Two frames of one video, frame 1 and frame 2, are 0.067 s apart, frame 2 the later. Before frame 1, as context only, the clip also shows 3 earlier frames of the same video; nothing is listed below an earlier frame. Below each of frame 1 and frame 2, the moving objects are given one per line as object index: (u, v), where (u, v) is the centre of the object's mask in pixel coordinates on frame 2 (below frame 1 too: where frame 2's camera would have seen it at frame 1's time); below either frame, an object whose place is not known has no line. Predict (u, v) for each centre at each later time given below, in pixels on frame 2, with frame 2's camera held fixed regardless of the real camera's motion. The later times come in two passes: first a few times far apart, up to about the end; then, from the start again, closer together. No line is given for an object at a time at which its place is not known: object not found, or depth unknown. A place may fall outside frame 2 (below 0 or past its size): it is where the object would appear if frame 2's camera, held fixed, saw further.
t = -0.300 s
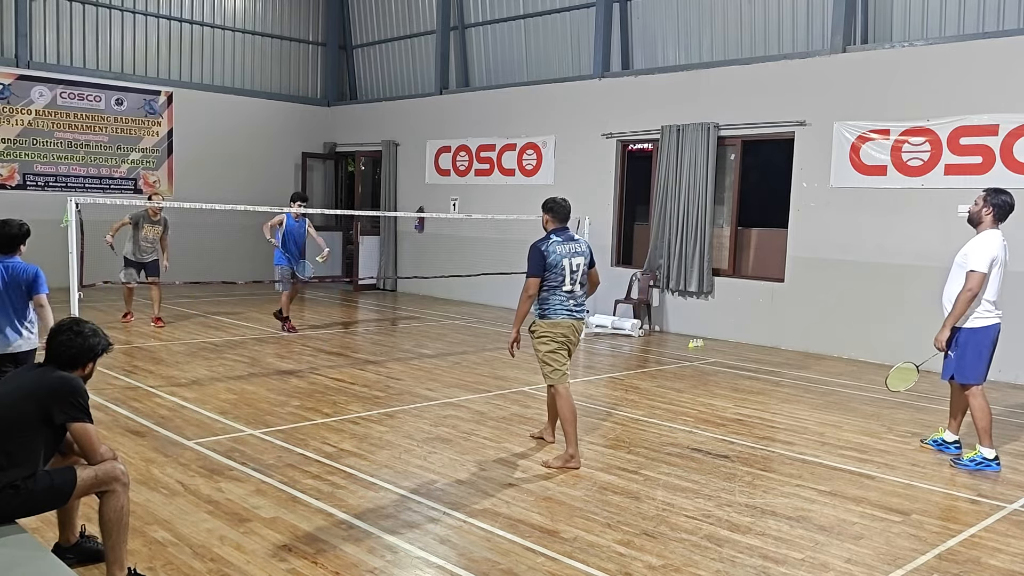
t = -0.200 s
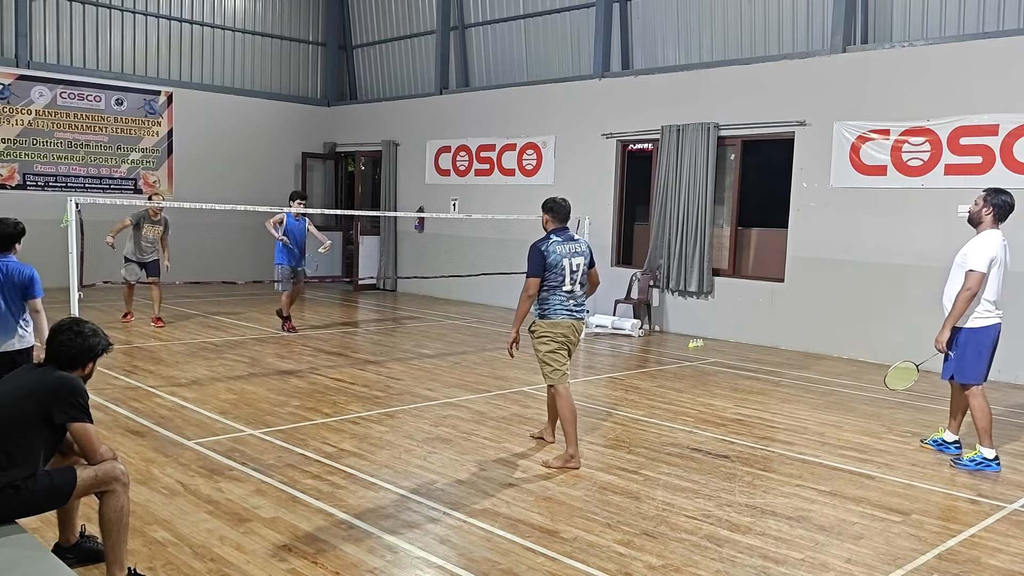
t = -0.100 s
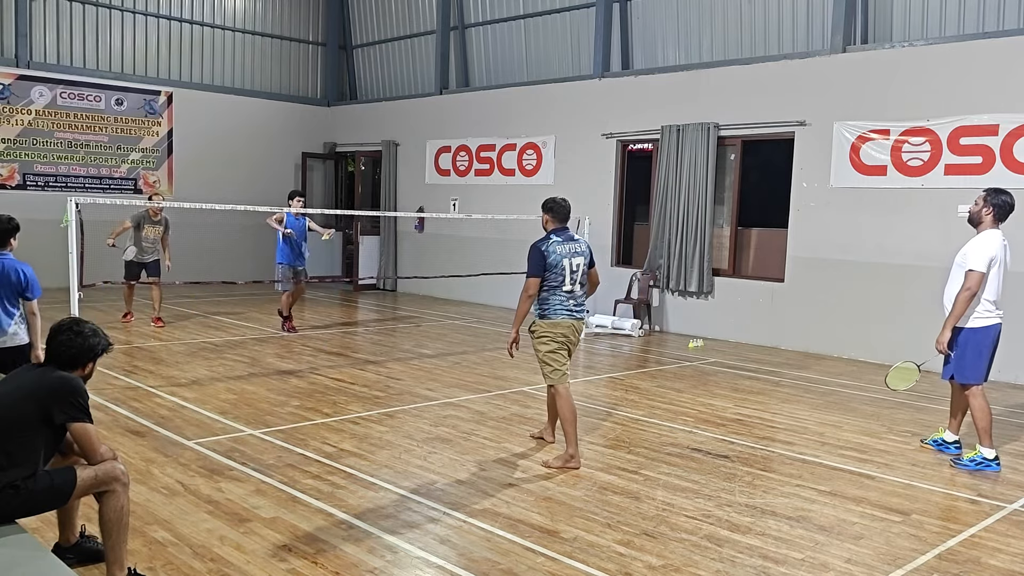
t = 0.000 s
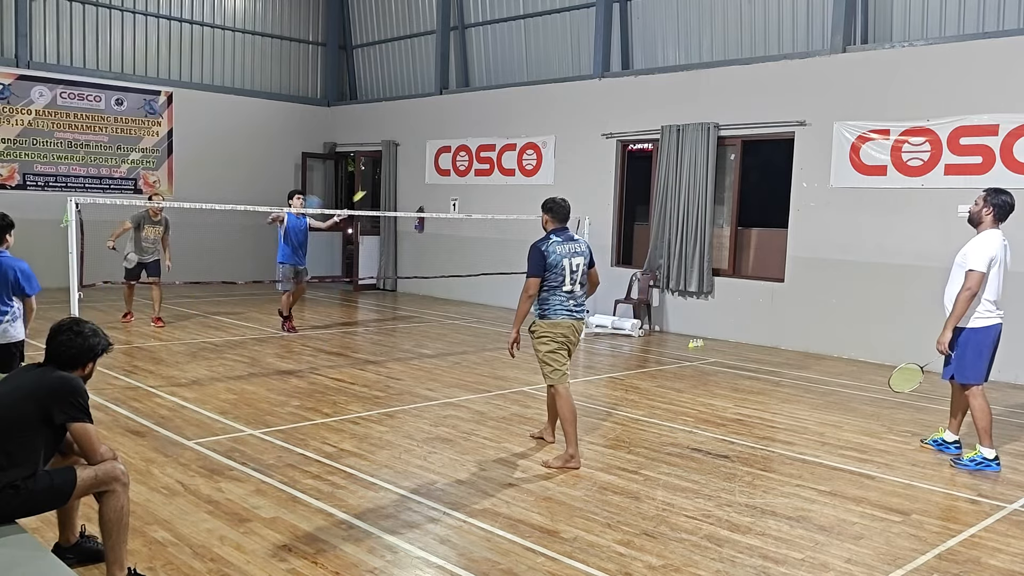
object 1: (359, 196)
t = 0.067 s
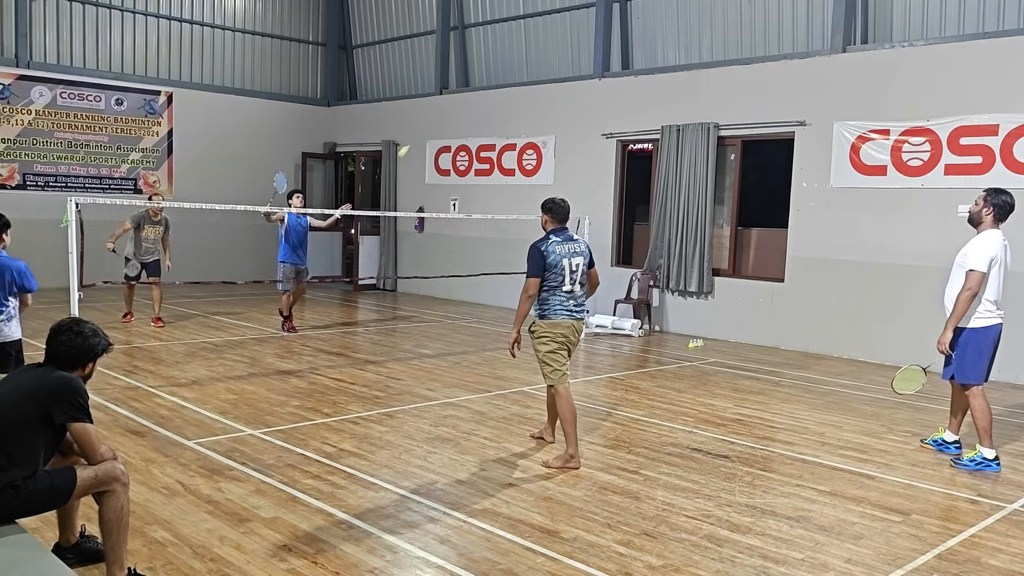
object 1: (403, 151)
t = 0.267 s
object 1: (518, 53)
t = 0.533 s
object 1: (650, 4)
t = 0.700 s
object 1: (725, 18)
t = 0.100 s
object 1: (424, 131)
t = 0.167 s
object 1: (464, 96)
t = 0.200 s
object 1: (482, 80)
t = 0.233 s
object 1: (500, 65)
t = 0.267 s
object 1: (518, 53)
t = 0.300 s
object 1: (536, 42)
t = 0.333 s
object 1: (553, 33)
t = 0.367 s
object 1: (569, 24)
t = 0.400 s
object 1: (586, 18)
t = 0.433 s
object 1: (602, 12)
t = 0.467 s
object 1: (618, 7)
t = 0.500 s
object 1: (633, 5)
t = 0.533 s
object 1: (650, 4)
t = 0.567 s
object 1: (665, 4)
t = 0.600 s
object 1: (681, 5)
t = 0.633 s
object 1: (696, 8)
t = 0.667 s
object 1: (711, 12)
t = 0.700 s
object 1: (725, 18)
